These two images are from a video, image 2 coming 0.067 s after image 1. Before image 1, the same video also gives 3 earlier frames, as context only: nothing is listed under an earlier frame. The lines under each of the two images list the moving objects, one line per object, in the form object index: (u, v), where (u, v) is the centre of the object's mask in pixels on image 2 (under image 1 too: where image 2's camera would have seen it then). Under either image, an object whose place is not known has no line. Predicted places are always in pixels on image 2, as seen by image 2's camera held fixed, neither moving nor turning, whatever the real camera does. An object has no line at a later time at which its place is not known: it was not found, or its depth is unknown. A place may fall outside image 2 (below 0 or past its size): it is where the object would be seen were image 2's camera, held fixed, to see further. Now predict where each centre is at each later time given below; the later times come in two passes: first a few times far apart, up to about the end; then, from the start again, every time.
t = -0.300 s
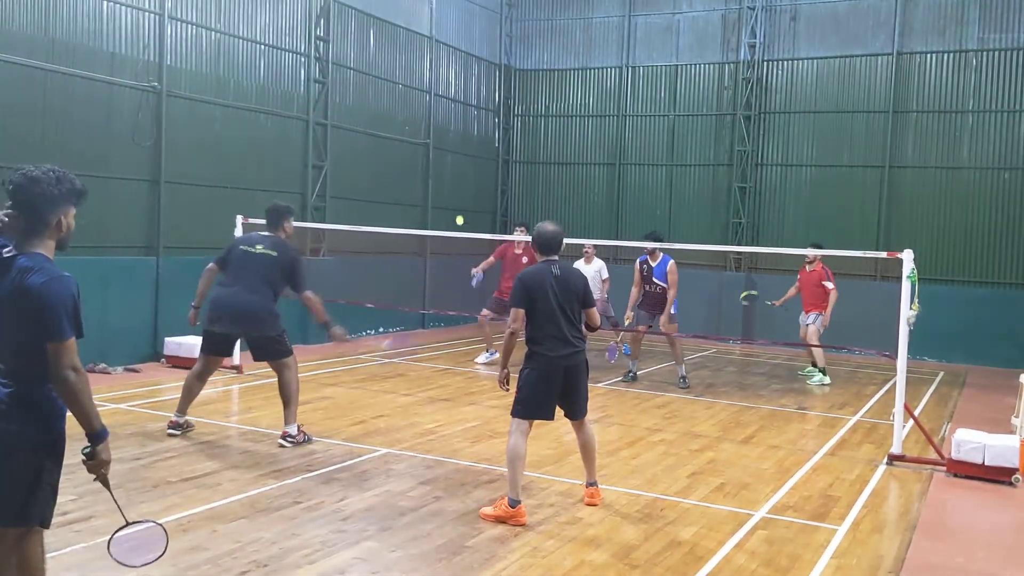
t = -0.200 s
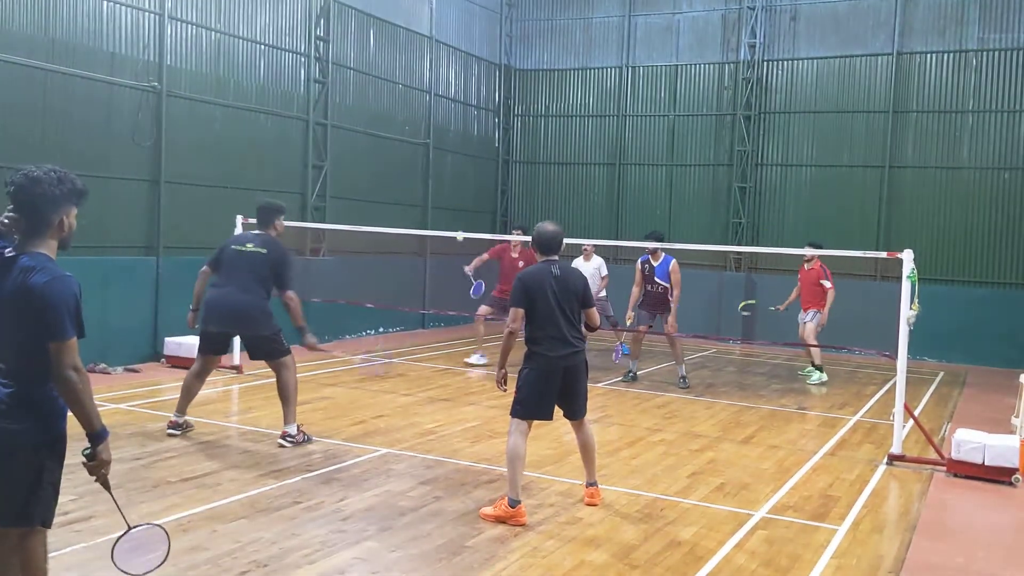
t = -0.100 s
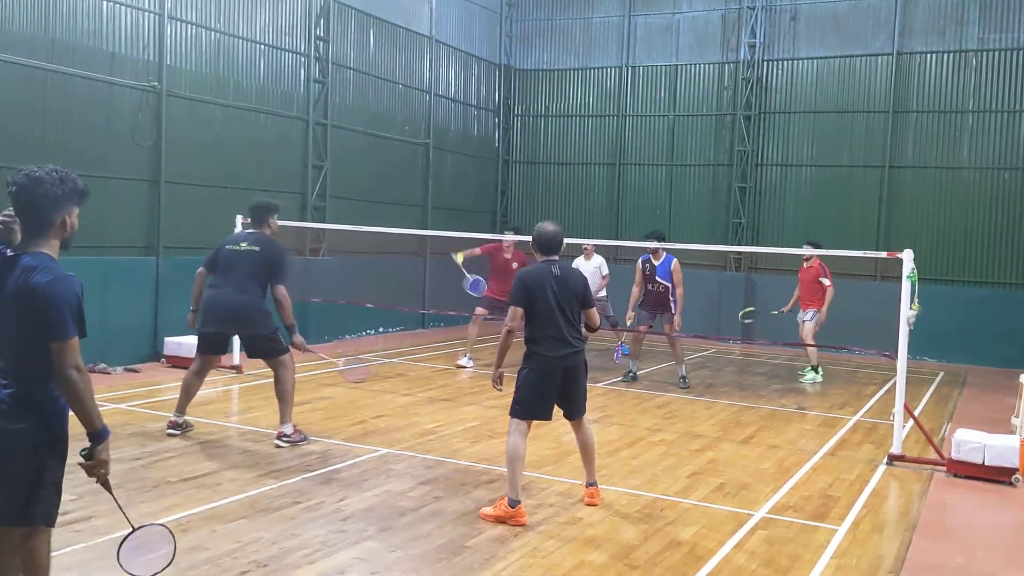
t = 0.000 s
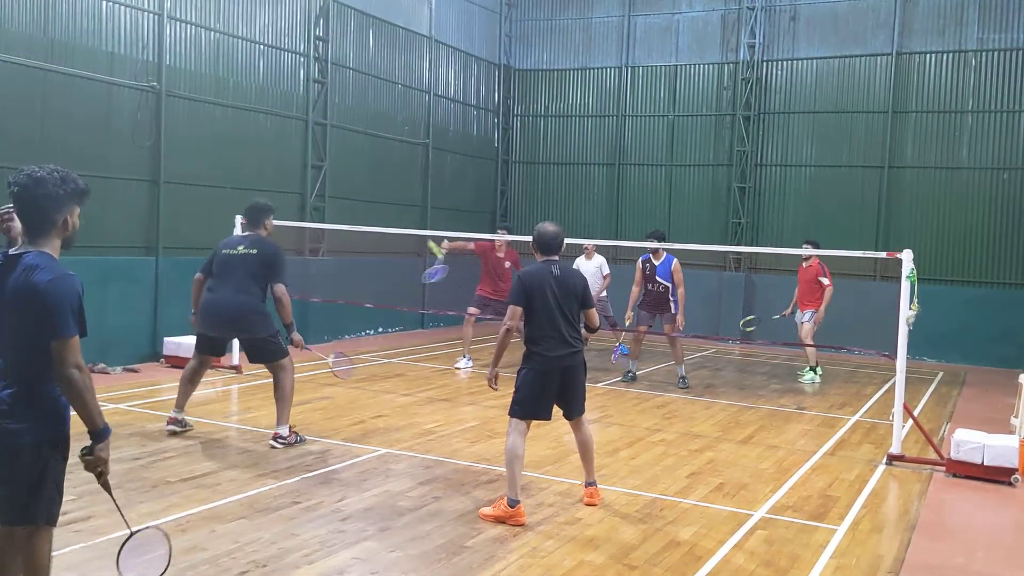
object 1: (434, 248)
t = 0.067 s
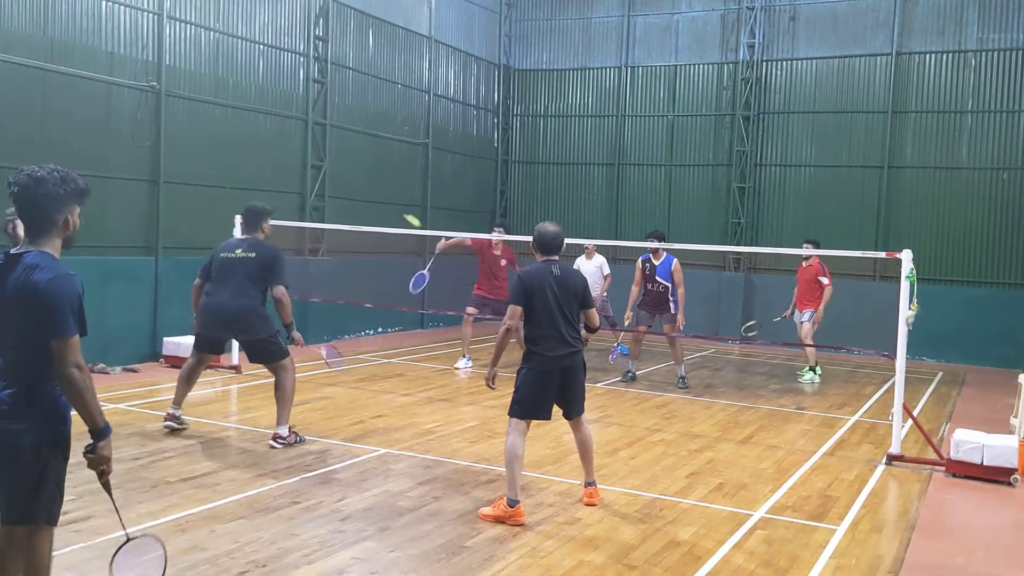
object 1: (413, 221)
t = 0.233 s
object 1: (353, 177)
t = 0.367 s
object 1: (312, 161)
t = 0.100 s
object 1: (399, 211)
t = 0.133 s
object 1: (385, 200)
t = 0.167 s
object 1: (373, 191)
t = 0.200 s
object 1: (362, 183)
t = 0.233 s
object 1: (353, 177)
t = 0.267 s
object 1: (344, 171)
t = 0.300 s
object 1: (333, 166)
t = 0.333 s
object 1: (323, 163)
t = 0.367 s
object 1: (312, 161)
